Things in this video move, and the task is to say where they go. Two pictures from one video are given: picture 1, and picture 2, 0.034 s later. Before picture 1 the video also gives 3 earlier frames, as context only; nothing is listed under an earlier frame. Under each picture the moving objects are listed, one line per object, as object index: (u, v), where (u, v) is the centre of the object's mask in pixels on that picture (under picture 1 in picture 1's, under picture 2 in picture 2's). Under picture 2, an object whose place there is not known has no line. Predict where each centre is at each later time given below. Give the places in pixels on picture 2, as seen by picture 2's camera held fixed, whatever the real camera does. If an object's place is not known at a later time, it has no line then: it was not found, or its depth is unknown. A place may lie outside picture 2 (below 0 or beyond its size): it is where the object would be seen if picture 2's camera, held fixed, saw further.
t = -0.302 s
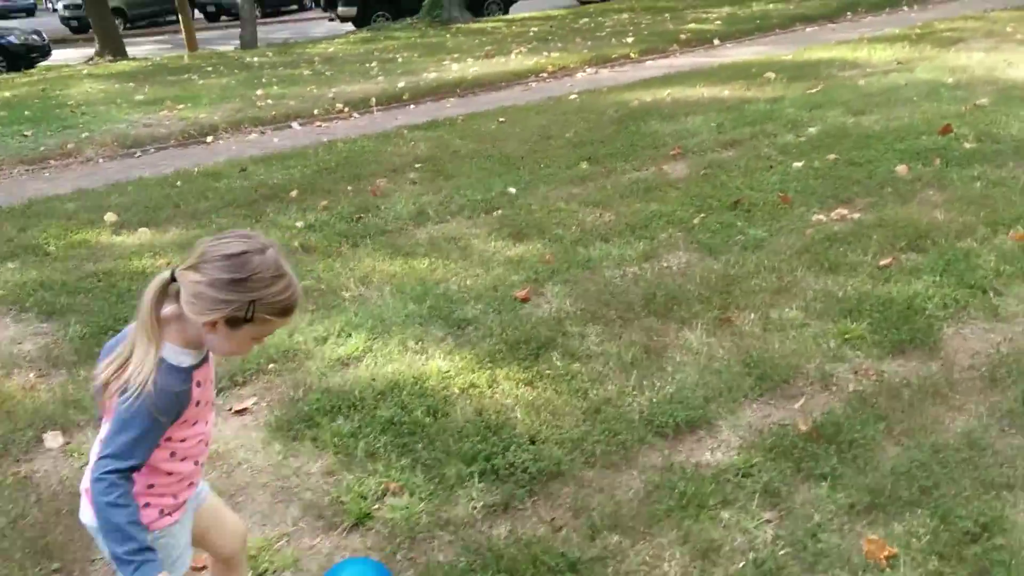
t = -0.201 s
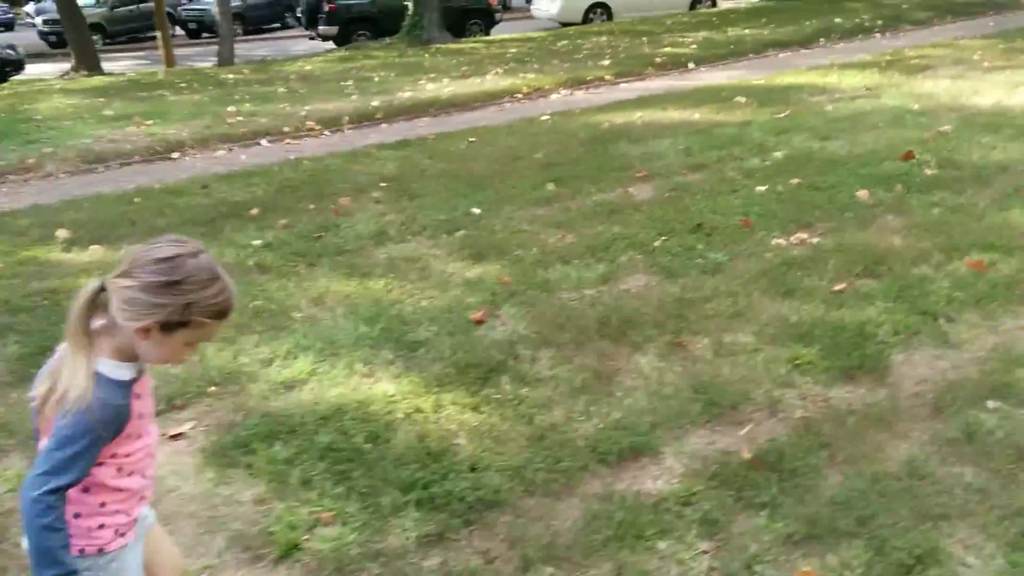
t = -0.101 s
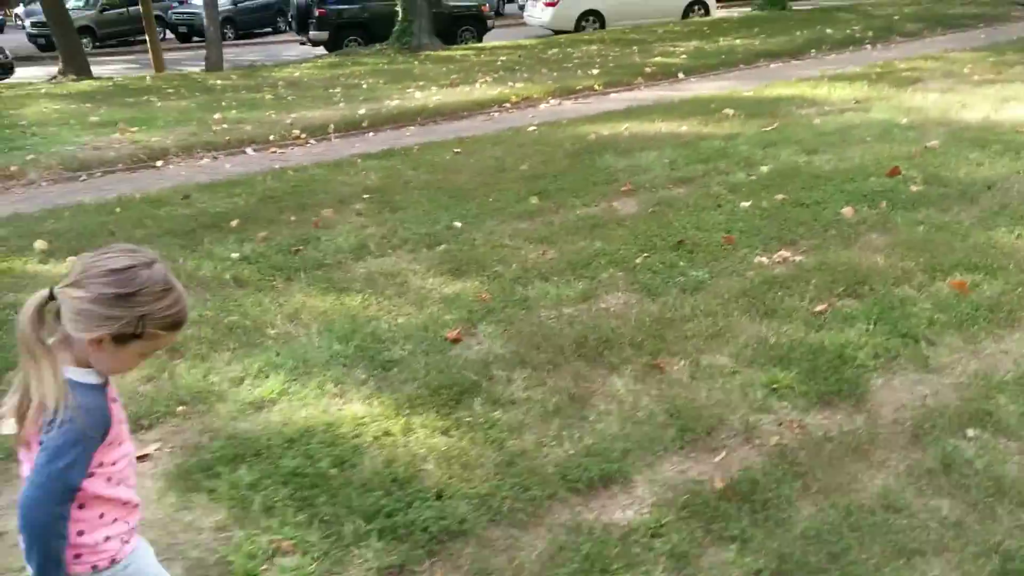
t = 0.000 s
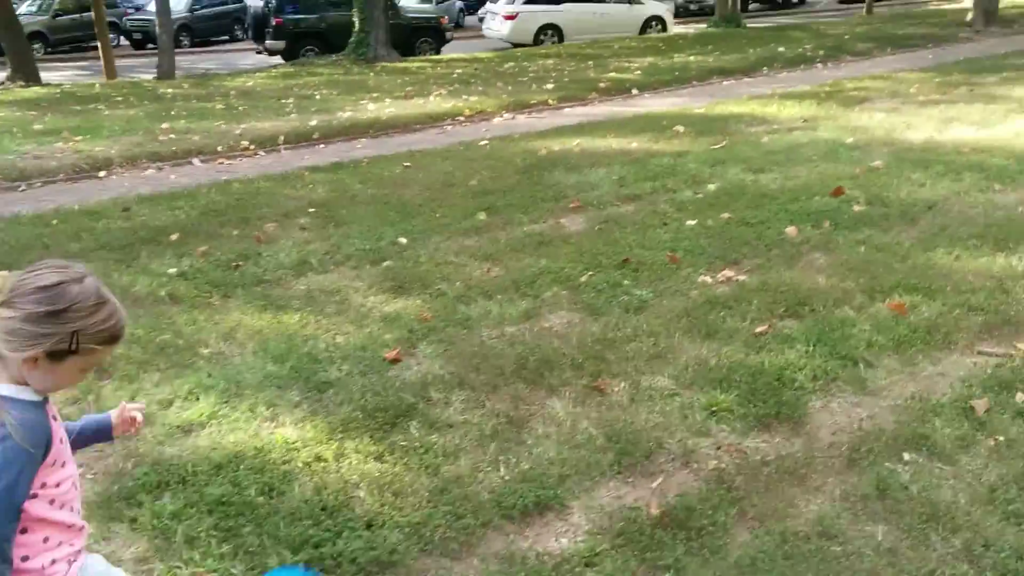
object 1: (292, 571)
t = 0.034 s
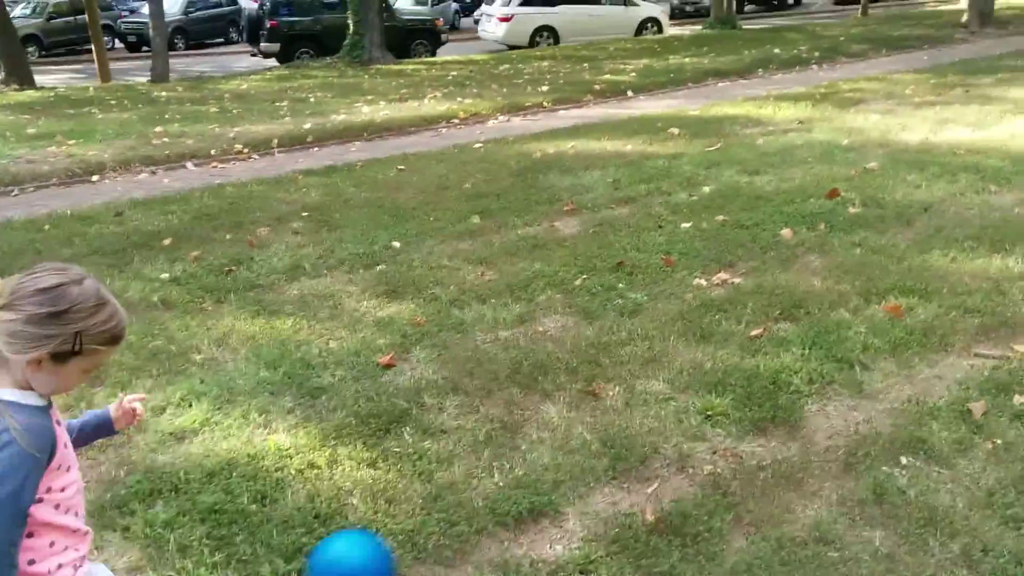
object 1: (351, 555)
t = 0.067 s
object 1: (417, 527)
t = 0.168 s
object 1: (589, 447)
